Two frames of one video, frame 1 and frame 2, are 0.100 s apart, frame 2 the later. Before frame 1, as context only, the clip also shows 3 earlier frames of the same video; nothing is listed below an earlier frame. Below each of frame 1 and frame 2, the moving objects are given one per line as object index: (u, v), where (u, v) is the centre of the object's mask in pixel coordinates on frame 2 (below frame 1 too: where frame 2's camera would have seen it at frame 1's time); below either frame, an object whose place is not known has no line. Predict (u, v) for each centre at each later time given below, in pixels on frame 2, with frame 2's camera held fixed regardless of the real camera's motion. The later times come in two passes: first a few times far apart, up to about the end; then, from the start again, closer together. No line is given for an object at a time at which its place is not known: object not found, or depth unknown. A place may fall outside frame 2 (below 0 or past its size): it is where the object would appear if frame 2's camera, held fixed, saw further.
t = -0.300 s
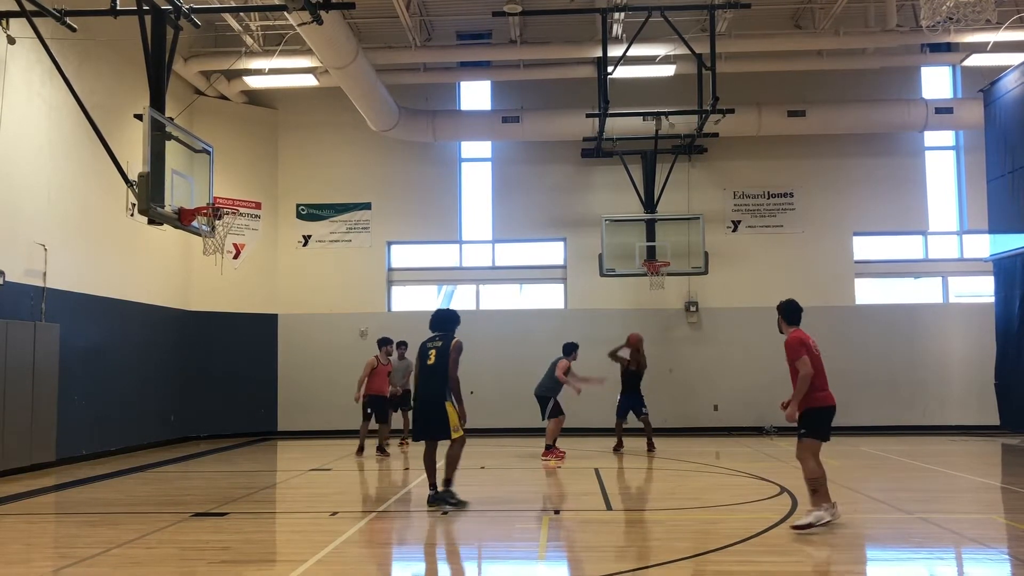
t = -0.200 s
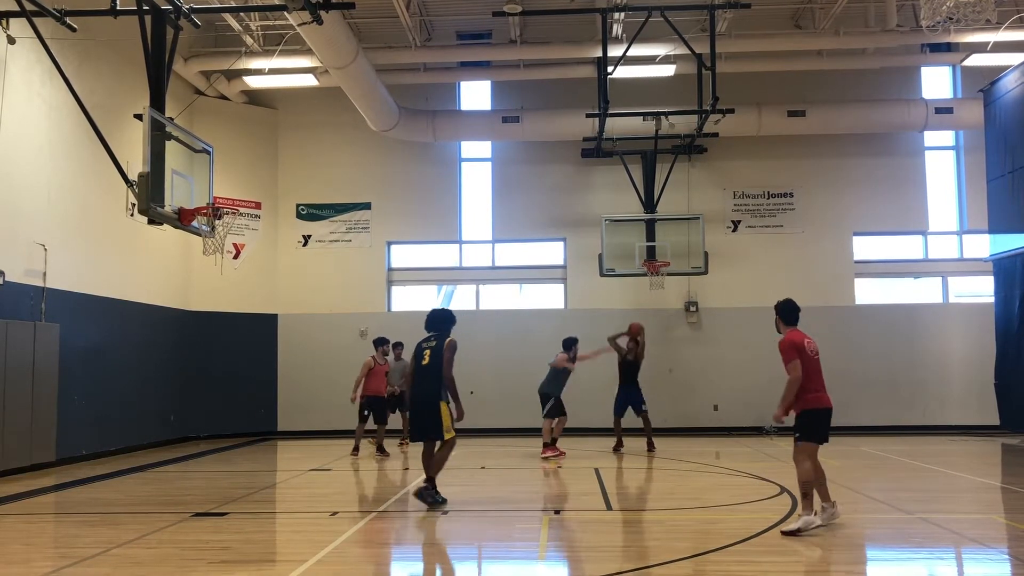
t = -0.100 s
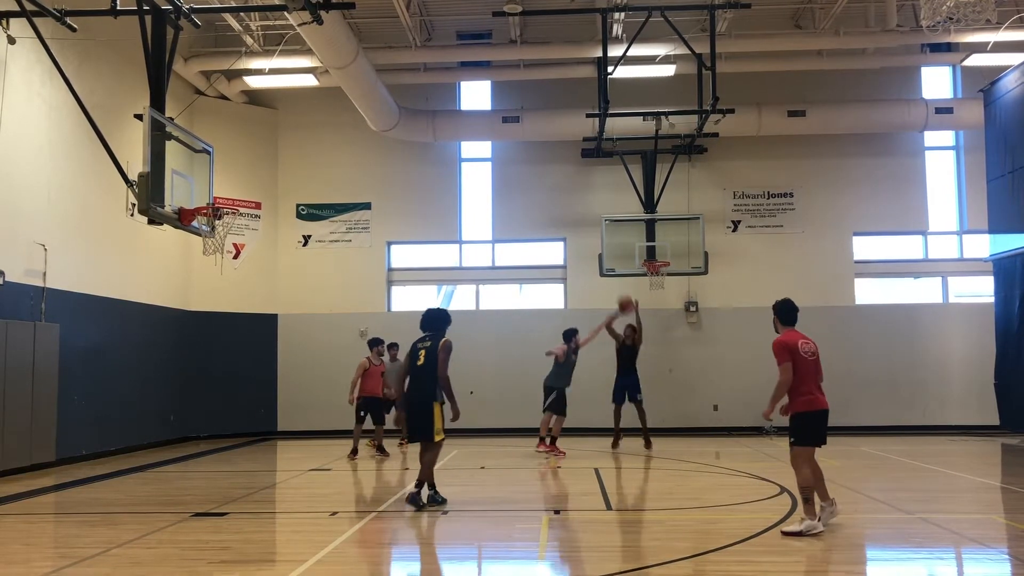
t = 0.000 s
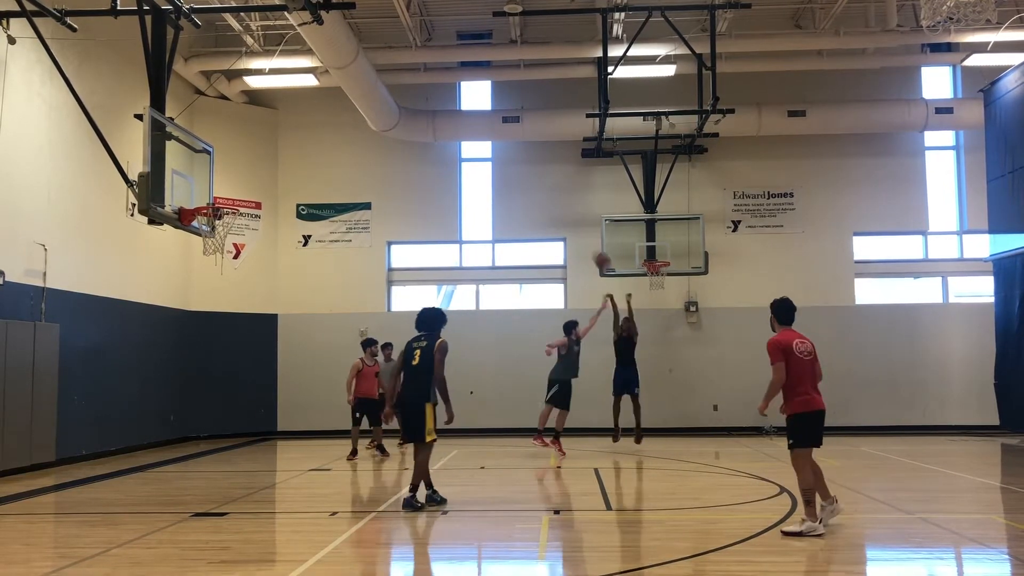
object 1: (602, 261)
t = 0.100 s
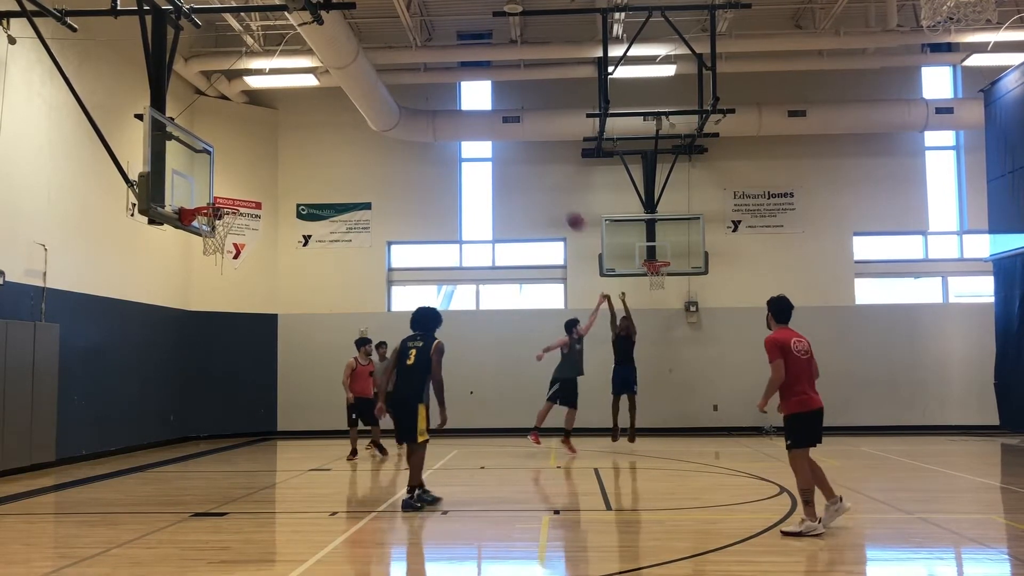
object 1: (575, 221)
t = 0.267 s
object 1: (529, 167)
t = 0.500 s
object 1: (460, 119)
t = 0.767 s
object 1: (375, 109)
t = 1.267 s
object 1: (208, 203)
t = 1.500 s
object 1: (230, 199)
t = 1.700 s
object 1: (230, 211)
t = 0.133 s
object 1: (566, 209)
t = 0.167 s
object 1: (557, 197)
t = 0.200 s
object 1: (548, 187)
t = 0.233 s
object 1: (538, 177)
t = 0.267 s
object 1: (529, 167)
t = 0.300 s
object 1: (519, 158)
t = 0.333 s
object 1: (510, 150)
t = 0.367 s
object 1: (500, 142)
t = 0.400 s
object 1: (490, 134)
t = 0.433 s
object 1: (479, 128)
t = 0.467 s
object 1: (470, 124)
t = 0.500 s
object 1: (460, 119)
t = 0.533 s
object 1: (450, 115)
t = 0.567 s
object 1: (440, 112)
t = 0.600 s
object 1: (429, 109)
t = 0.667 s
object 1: (408, 107)
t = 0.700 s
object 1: (398, 107)
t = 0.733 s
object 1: (386, 107)
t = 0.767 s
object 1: (375, 109)
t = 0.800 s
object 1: (363, 112)
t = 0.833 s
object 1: (351, 116)
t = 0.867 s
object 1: (340, 120)
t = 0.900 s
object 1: (328, 125)
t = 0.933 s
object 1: (316, 131)
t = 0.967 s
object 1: (304, 138)
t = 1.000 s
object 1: (292, 146)
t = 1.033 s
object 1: (279, 155)
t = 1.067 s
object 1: (266, 165)
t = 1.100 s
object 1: (253, 177)
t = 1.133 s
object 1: (240, 188)
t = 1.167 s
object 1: (227, 200)
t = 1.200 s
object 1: (216, 202)
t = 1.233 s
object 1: (205, 203)
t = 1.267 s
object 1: (208, 203)
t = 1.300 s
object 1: (217, 201)
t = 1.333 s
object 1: (224, 201)
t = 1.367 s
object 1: (226, 200)
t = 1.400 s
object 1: (227, 200)
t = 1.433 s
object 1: (229, 200)
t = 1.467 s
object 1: (229, 200)
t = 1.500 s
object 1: (230, 199)
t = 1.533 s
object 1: (230, 199)
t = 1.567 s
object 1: (229, 199)
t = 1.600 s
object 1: (229, 200)
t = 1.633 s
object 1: (230, 201)
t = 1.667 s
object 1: (230, 203)
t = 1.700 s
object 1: (230, 211)
